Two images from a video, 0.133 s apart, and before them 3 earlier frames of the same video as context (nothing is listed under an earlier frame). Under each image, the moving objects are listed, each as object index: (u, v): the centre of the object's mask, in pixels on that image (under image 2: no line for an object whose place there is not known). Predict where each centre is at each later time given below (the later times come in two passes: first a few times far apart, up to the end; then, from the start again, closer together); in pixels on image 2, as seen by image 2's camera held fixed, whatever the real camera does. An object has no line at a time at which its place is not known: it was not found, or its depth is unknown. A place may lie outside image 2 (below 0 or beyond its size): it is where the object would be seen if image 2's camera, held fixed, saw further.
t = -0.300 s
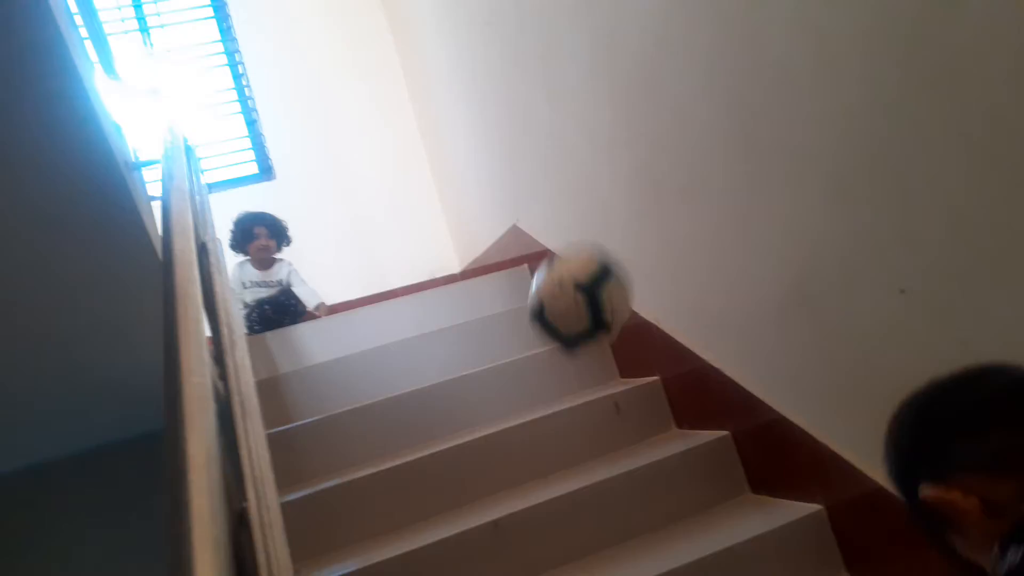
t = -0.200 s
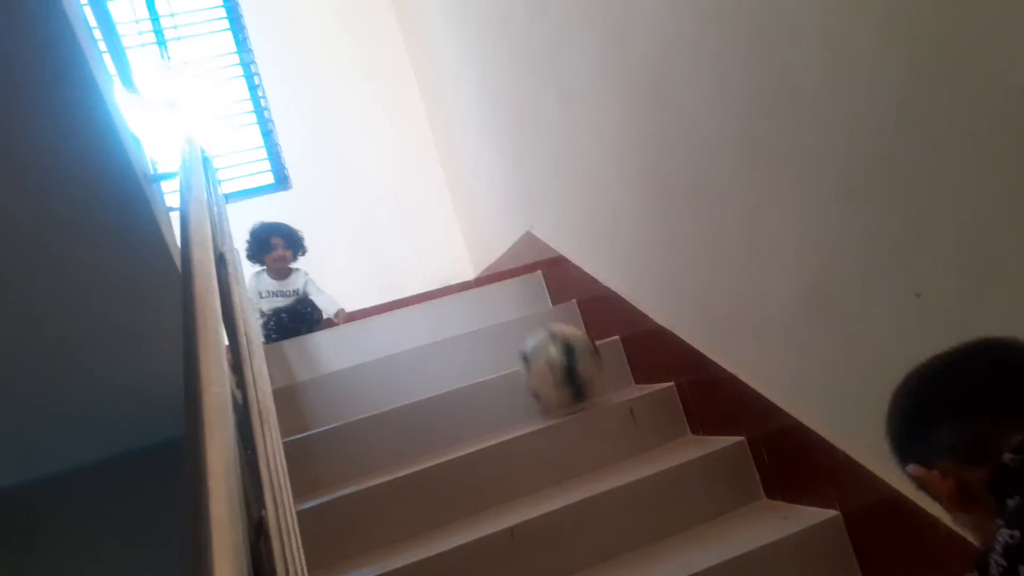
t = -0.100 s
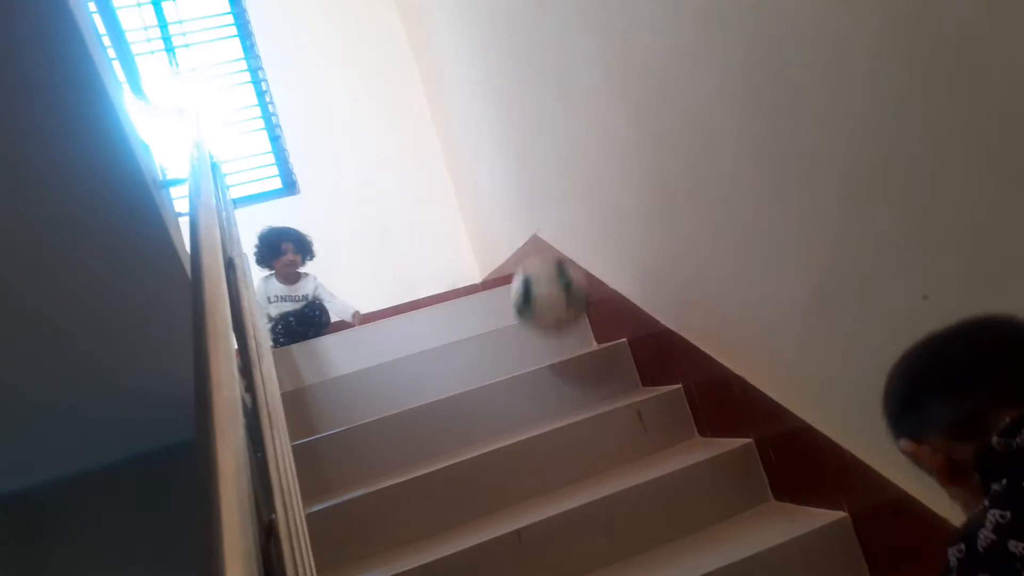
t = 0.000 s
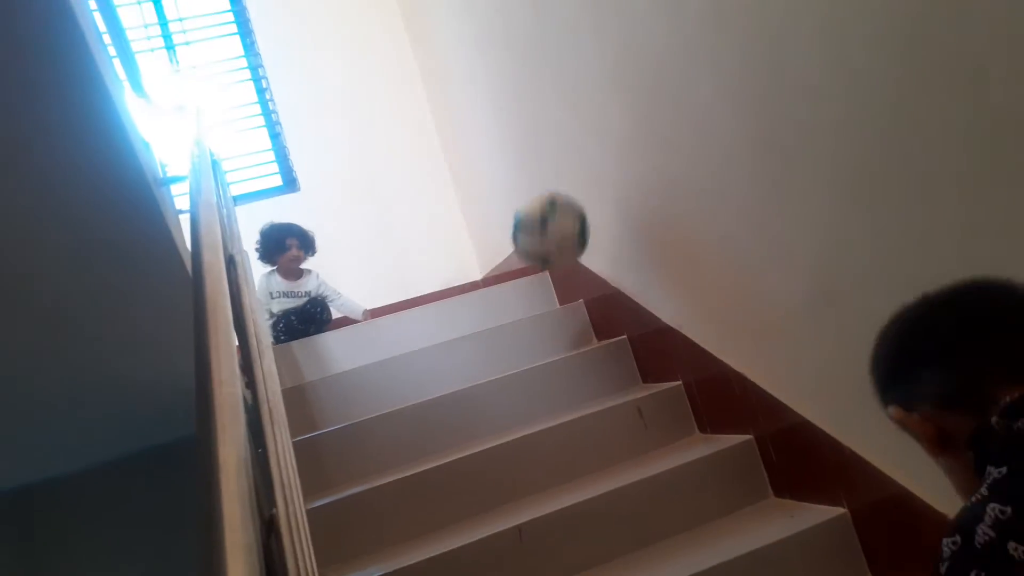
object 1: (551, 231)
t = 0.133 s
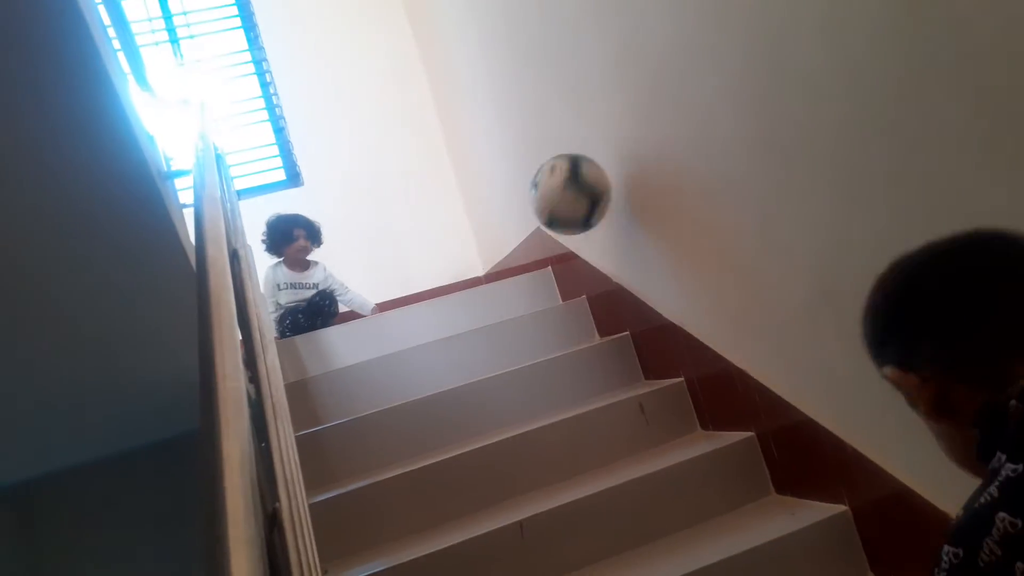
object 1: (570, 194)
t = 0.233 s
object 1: (593, 207)
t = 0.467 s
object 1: (637, 385)
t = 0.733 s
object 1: (671, 419)
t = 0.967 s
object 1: (708, 460)
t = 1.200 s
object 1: (781, 565)
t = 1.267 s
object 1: (786, 554)
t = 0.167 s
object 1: (578, 195)
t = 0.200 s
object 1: (586, 199)
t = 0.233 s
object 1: (593, 207)
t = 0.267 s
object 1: (595, 219)
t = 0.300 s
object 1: (598, 235)
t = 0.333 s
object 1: (603, 257)
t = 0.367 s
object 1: (609, 284)
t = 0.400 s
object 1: (618, 312)
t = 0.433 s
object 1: (628, 346)
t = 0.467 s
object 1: (637, 385)
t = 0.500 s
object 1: (646, 395)
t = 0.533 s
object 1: (654, 410)
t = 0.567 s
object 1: (656, 407)
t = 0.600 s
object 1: (656, 400)
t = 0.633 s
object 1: (657, 397)
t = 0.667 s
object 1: (660, 400)
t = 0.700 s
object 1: (664, 406)
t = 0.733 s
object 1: (671, 419)
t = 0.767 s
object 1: (681, 440)
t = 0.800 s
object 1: (691, 465)
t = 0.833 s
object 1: (703, 494)
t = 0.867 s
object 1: (702, 477)
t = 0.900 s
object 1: (703, 466)
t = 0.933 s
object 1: (704, 461)
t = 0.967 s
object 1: (708, 460)
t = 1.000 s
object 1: (714, 465)
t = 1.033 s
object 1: (723, 477)
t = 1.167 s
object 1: (773, 561)
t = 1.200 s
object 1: (781, 565)
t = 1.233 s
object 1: (782, 558)
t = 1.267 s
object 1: (786, 554)
